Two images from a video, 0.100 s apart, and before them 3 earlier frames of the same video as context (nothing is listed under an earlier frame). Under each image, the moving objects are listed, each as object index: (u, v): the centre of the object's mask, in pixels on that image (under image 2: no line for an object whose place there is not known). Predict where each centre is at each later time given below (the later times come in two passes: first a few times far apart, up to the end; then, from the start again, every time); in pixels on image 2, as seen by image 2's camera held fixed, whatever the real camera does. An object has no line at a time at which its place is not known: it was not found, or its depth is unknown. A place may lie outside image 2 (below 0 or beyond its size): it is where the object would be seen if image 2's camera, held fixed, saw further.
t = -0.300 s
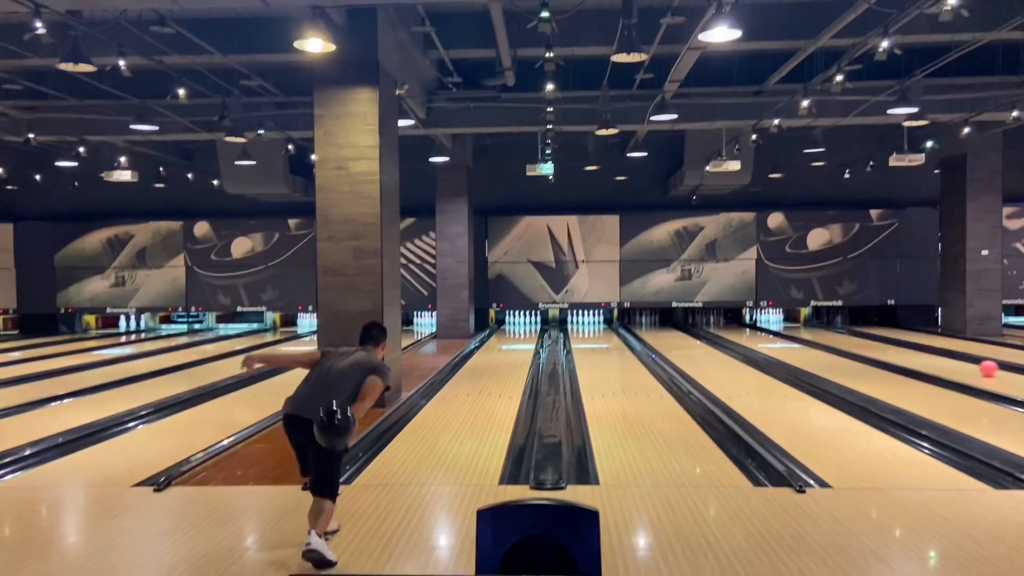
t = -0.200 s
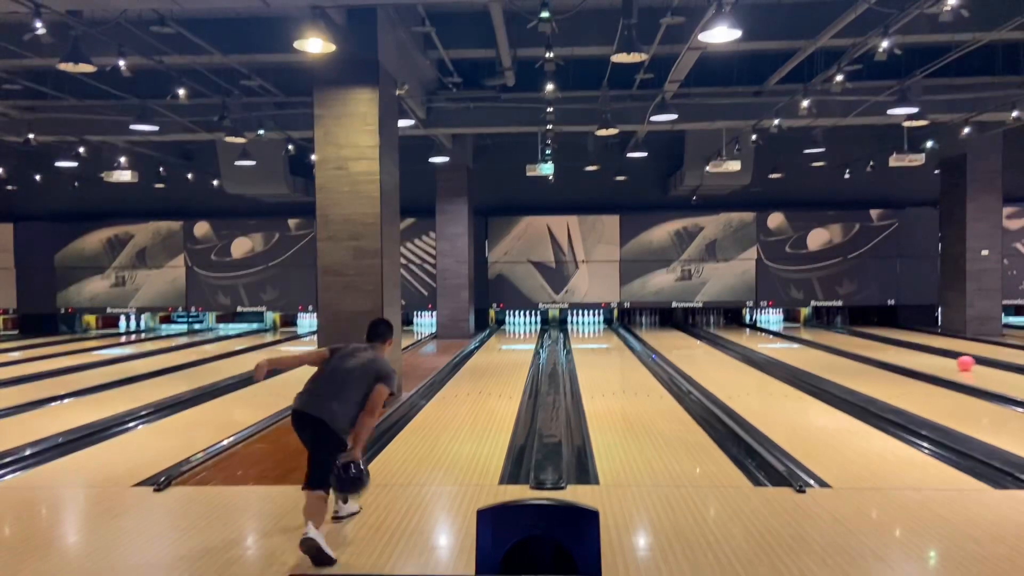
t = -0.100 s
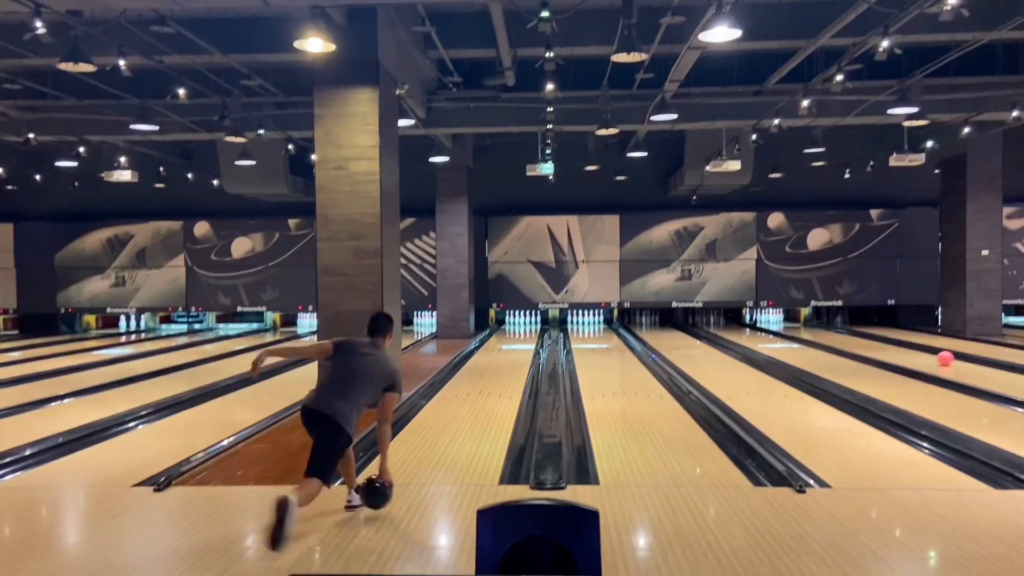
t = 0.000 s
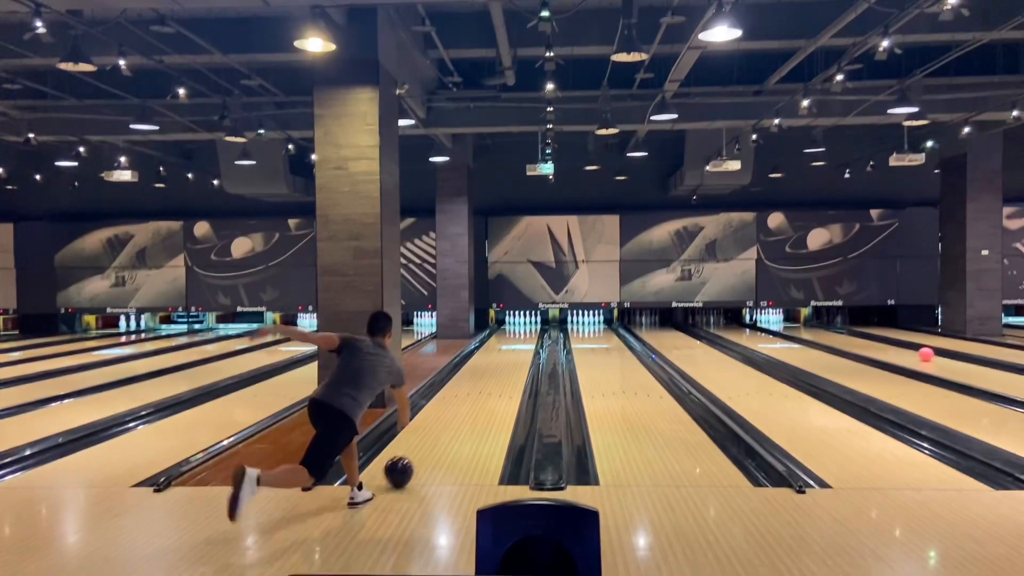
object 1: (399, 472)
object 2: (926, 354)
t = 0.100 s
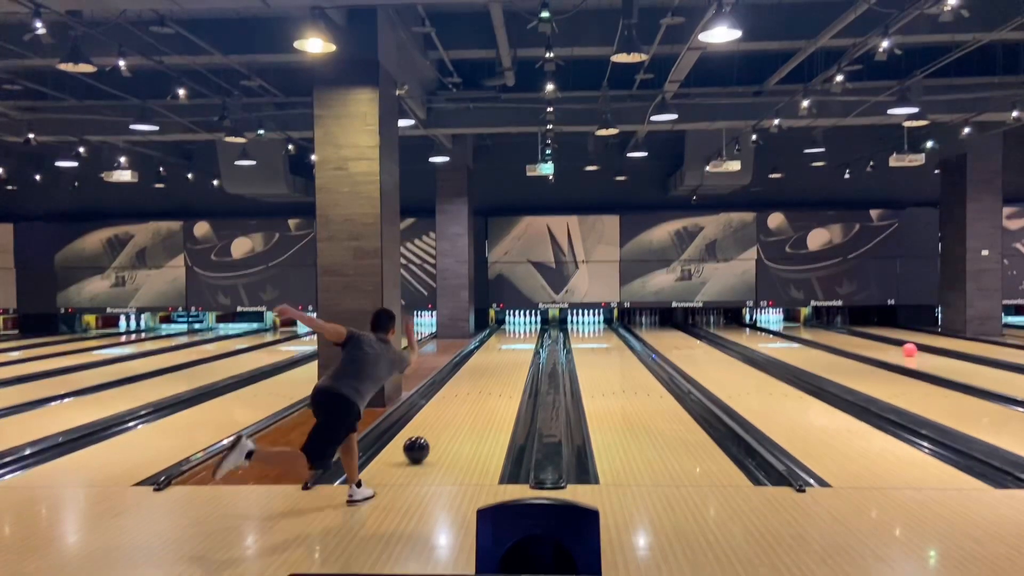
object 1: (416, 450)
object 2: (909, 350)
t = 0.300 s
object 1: (441, 418)
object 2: (880, 343)
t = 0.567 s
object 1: (464, 391)
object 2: (848, 337)
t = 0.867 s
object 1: (481, 370)
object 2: (820, 330)
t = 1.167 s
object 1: (493, 356)
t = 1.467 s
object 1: (502, 345)
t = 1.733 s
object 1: (508, 337)
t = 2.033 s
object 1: (513, 332)
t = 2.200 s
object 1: (516, 328)
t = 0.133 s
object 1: (421, 444)
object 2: (904, 349)
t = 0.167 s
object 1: (425, 438)
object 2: (899, 348)
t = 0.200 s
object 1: (430, 433)
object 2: (894, 347)
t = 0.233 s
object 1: (434, 427)
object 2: (889, 346)
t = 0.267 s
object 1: (438, 423)
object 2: (884, 345)
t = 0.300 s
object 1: (441, 418)
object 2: (880, 343)
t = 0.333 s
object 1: (445, 414)
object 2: (876, 342)
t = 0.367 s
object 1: (448, 410)
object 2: (871, 342)
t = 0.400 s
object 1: (451, 406)
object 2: (867, 341)
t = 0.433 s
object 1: (454, 403)
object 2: (863, 340)
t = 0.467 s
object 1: (457, 400)
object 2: (859, 339)
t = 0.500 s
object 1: (459, 397)
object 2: (856, 338)
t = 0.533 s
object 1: (462, 394)
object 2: (852, 338)
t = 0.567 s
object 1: (464, 391)
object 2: (848, 337)
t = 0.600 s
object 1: (466, 388)
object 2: (844, 336)
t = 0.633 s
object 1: (469, 385)
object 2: (841, 335)
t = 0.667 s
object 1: (471, 383)
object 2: (838, 335)
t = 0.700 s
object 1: (473, 381)
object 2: (835, 333)
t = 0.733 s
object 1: (475, 378)
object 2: (832, 333)
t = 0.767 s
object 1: (476, 376)
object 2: (829, 332)
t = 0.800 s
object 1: (478, 374)
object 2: (826, 331)
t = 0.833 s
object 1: (480, 372)
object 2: (823, 331)
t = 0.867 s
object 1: (481, 370)
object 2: (820, 330)
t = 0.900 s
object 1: (483, 368)
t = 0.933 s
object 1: (484, 367)
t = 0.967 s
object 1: (486, 365)
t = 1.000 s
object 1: (487, 363)
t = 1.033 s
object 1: (489, 361)
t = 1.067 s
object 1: (490, 360)
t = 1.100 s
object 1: (491, 358)
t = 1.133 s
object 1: (492, 357)
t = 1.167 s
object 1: (493, 356)
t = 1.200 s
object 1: (495, 354)
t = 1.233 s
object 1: (496, 353)
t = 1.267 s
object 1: (497, 352)
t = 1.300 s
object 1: (497, 351)
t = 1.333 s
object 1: (498, 350)
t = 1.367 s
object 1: (499, 349)
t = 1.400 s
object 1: (501, 347)
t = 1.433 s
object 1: (501, 346)
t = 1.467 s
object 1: (502, 345)
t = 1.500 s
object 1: (503, 343)
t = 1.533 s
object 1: (504, 342)
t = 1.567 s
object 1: (505, 341)
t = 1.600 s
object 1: (506, 340)
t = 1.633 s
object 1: (506, 339)
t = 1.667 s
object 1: (507, 338)
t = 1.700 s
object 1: (508, 338)
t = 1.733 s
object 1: (508, 337)
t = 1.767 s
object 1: (509, 337)
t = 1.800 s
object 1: (509, 336)
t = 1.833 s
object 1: (510, 336)
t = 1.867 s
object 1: (510, 335)
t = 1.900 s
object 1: (511, 334)
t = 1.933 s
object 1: (512, 333)
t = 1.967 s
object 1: (512, 333)
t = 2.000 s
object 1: (512, 333)
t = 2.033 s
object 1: (513, 332)
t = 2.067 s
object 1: (514, 331)
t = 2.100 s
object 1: (515, 330)
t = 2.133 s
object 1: (515, 330)
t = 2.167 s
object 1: (515, 329)
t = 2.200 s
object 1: (516, 328)
